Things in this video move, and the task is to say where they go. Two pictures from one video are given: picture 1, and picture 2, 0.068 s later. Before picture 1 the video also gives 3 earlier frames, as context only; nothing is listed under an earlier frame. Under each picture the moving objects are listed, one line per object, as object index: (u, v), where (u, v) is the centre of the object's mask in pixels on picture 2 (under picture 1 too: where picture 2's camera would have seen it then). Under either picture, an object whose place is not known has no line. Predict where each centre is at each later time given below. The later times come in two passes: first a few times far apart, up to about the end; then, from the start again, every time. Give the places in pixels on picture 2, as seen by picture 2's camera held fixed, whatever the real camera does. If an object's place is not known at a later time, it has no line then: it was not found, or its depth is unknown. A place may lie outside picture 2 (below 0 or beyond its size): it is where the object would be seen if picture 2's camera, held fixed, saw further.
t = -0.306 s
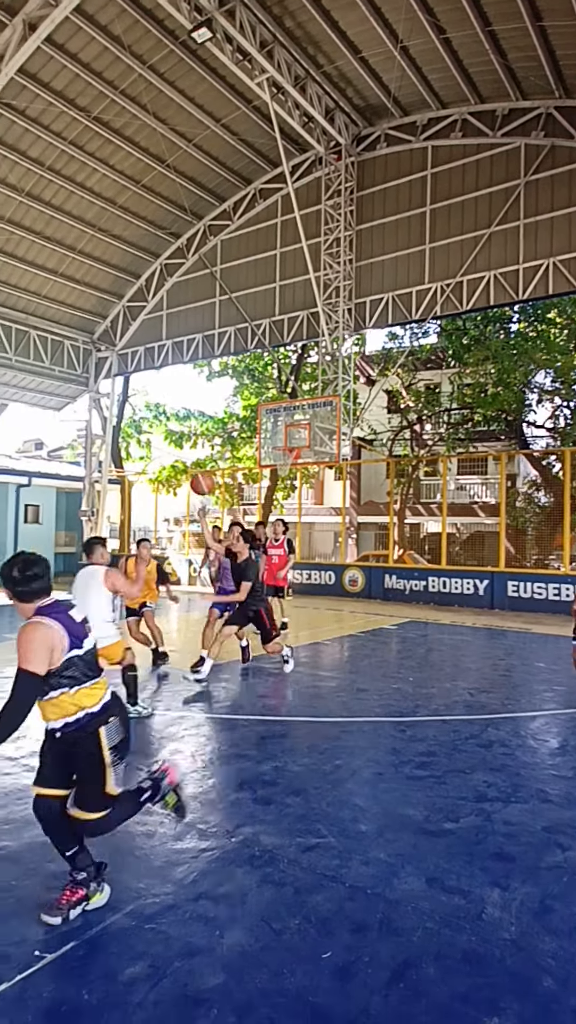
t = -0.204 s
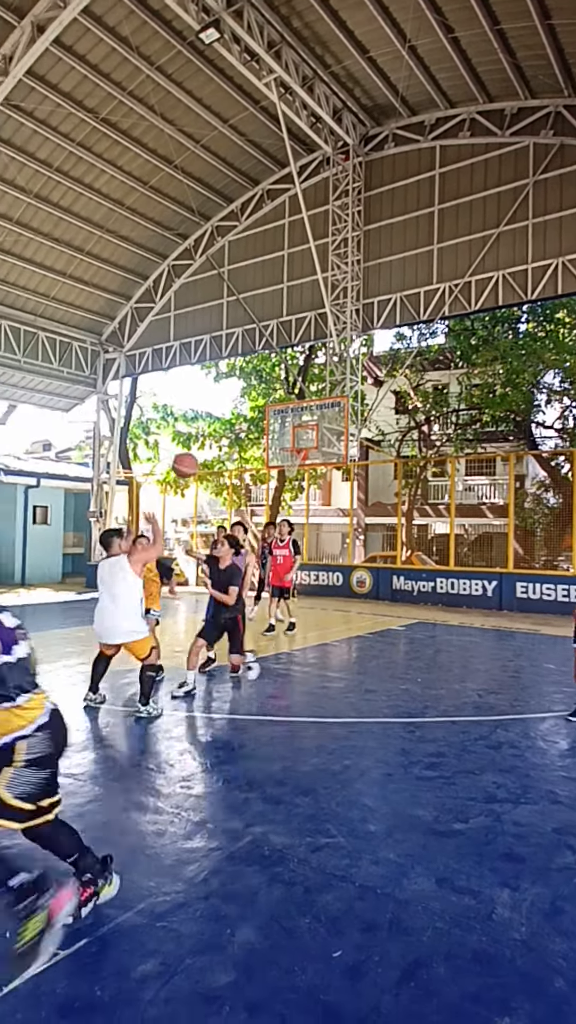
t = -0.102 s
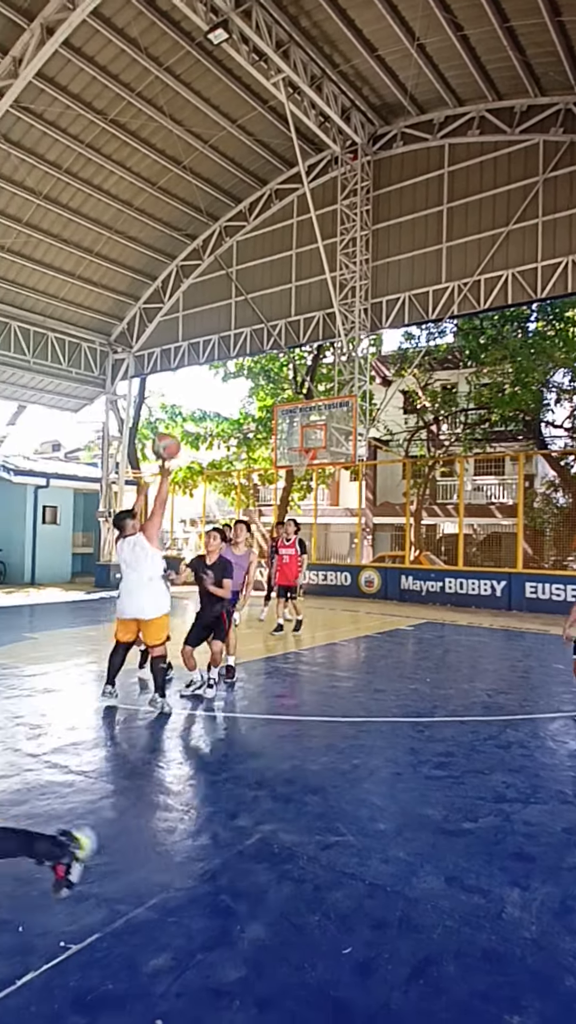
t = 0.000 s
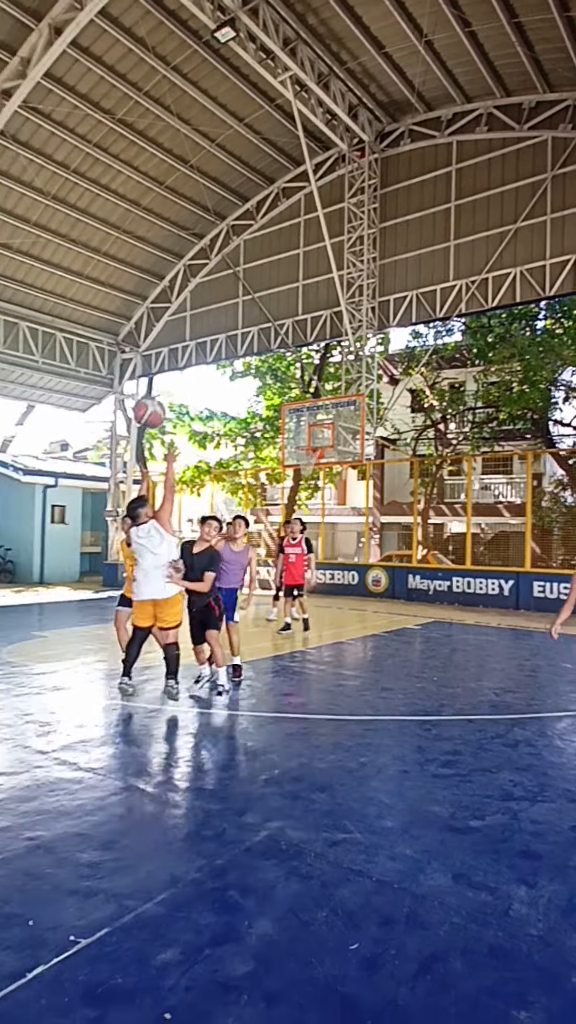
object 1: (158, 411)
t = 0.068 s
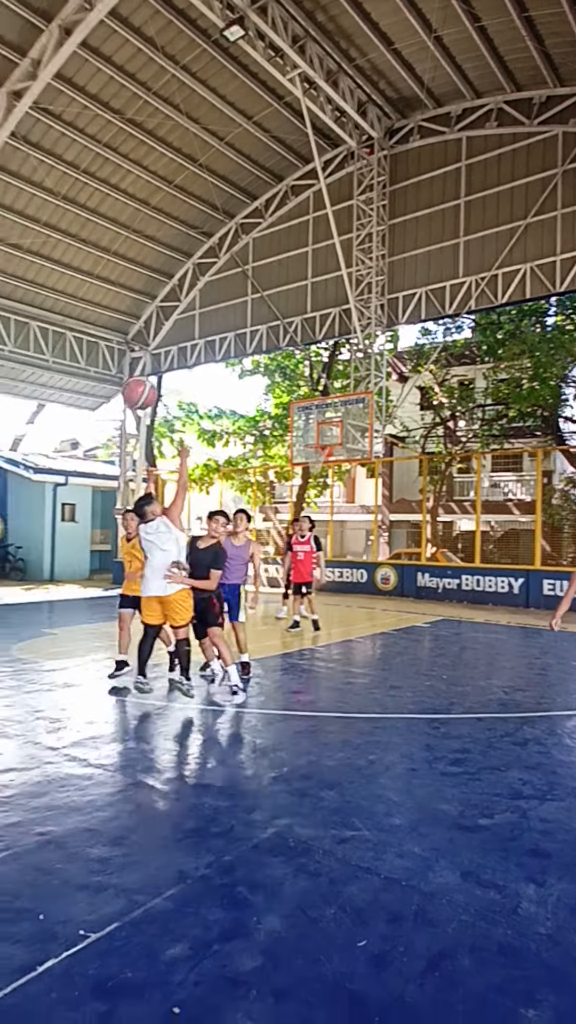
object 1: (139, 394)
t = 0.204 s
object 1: (92, 372)
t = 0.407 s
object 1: (-18, 400)
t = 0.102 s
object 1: (129, 386)
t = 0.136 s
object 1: (117, 379)
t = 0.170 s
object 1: (105, 375)
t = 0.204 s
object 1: (92, 372)
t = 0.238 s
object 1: (77, 372)
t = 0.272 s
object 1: (61, 373)
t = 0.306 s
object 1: (44, 377)
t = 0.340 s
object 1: (25, 381)
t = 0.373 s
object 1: (3, 389)
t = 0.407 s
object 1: (-18, 400)
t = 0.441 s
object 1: (-43, 414)
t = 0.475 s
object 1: (-71, 433)
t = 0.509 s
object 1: (-101, 455)
